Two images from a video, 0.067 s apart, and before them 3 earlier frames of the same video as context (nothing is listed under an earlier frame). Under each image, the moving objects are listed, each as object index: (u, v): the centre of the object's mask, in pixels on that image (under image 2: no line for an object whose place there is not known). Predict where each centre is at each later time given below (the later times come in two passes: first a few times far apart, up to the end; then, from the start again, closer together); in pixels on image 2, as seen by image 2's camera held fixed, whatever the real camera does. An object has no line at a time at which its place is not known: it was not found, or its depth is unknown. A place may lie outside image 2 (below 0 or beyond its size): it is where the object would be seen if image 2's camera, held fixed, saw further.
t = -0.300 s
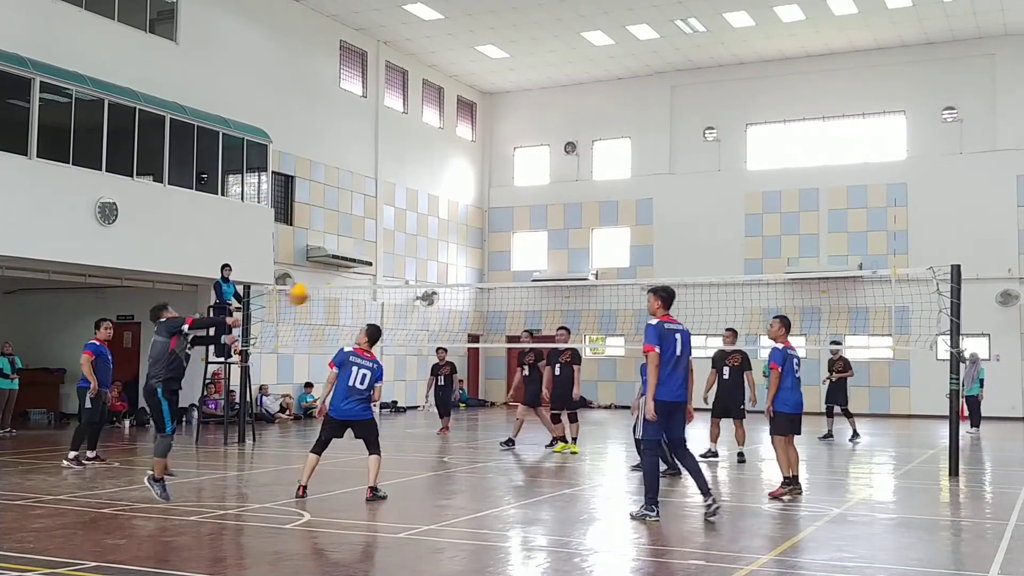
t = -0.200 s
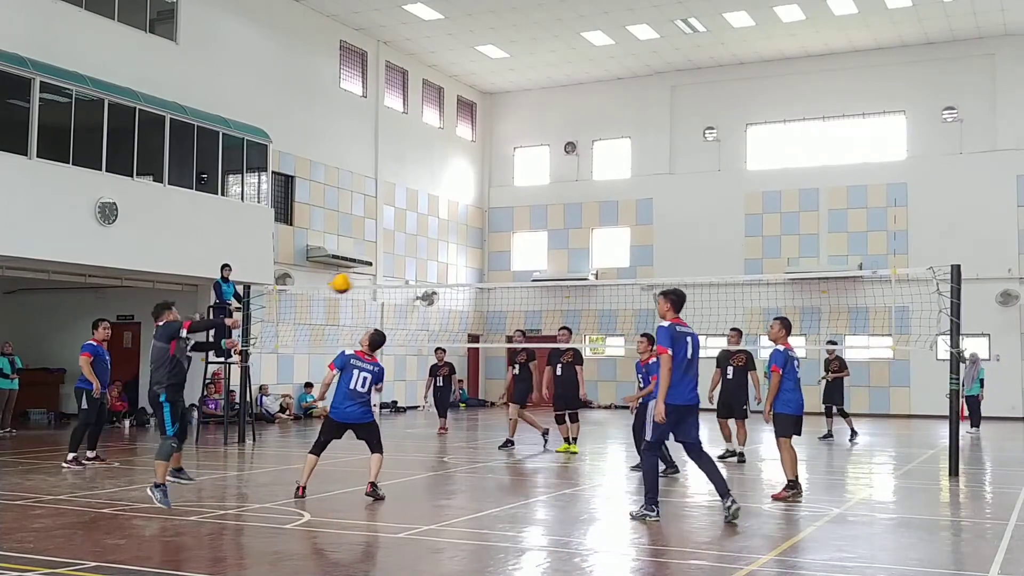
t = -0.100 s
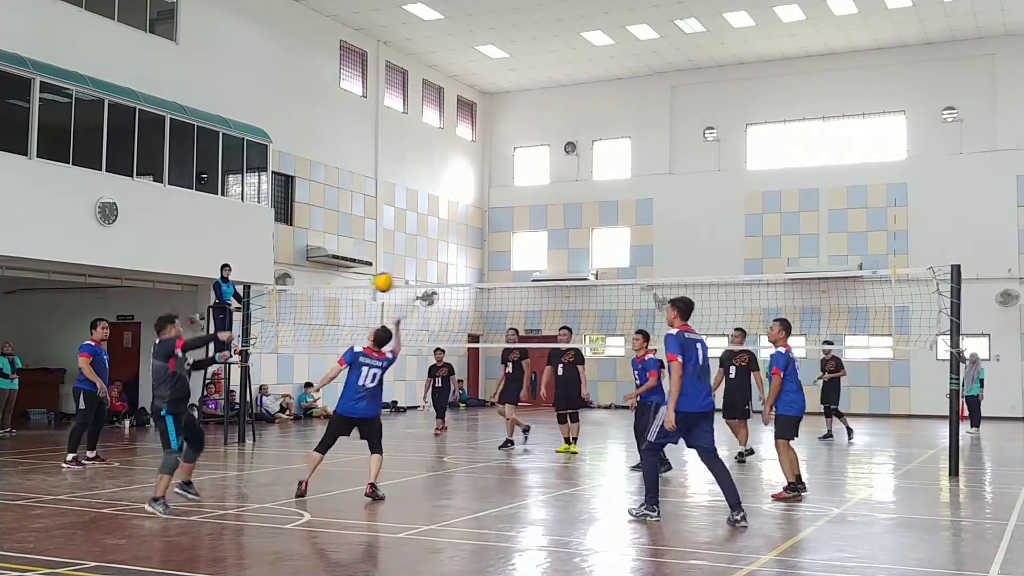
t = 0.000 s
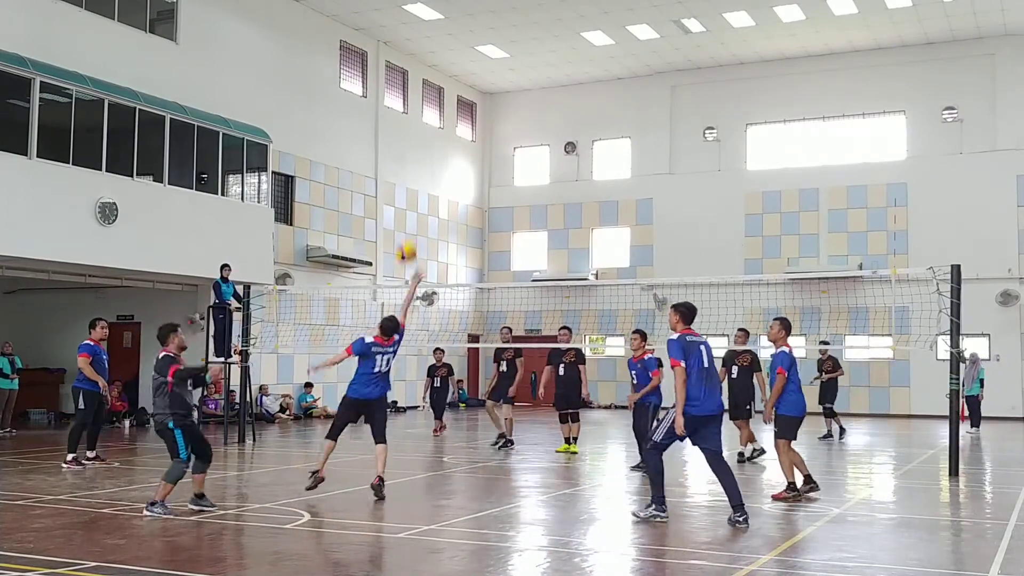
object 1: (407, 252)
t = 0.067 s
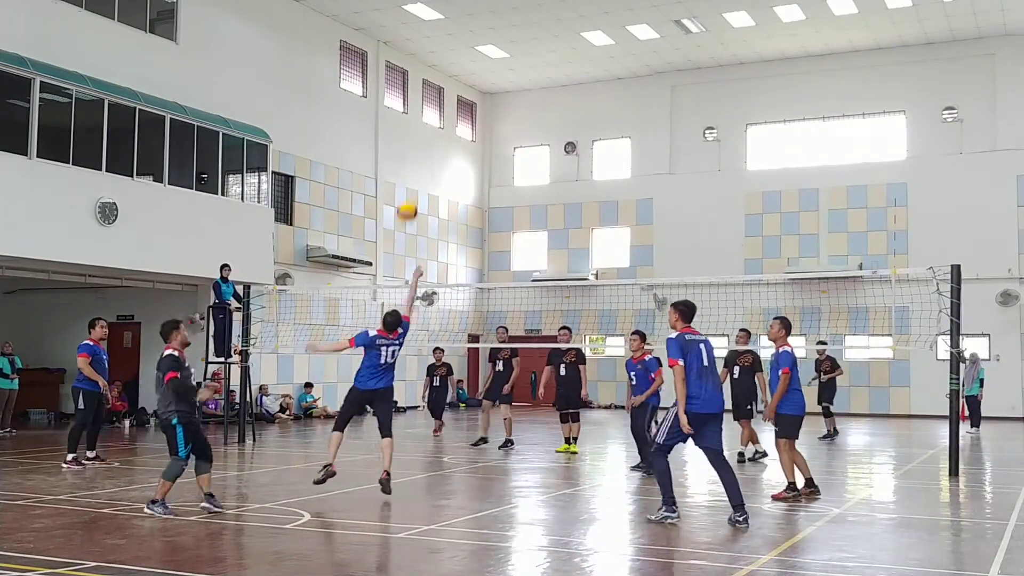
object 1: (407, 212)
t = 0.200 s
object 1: (409, 144)
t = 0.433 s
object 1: (410, 70)
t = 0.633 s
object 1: (410, 51)
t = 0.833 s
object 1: (410, 69)
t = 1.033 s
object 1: (408, 122)
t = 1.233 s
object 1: (409, 208)
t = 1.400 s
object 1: (408, 305)
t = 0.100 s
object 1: (408, 192)
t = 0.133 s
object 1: (408, 175)
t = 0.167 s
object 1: (409, 159)
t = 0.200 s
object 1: (409, 144)
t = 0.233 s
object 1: (409, 129)
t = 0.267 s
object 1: (410, 117)
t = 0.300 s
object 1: (410, 105)
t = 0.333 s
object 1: (410, 95)
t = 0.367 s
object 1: (410, 85)
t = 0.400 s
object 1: (410, 77)
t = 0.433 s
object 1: (410, 70)
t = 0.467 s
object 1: (410, 64)
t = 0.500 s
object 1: (410, 60)
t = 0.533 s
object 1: (410, 56)
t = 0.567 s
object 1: (410, 53)
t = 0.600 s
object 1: (410, 52)
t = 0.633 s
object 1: (410, 51)
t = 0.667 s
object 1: (410, 51)
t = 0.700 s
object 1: (410, 53)
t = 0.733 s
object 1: (410, 55)
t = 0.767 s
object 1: (409, 59)
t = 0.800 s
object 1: (409, 63)
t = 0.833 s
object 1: (410, 69)
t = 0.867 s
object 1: (409, 76)
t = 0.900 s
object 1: (409, 83)
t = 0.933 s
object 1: (409, 92)
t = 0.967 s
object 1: (409, 101)
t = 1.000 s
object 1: (409, 112)
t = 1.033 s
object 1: (408, 122)
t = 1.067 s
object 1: (408, 135)
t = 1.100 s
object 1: (408, 148)
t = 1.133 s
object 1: (408, 162)
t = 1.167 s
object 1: (408, 177)
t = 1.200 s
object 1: (408, 193)
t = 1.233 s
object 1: (409, 208)
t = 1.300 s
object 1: (409, 245)
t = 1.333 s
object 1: (408, 264)
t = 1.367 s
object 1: (408, 284)
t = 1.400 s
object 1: (408, 305)
